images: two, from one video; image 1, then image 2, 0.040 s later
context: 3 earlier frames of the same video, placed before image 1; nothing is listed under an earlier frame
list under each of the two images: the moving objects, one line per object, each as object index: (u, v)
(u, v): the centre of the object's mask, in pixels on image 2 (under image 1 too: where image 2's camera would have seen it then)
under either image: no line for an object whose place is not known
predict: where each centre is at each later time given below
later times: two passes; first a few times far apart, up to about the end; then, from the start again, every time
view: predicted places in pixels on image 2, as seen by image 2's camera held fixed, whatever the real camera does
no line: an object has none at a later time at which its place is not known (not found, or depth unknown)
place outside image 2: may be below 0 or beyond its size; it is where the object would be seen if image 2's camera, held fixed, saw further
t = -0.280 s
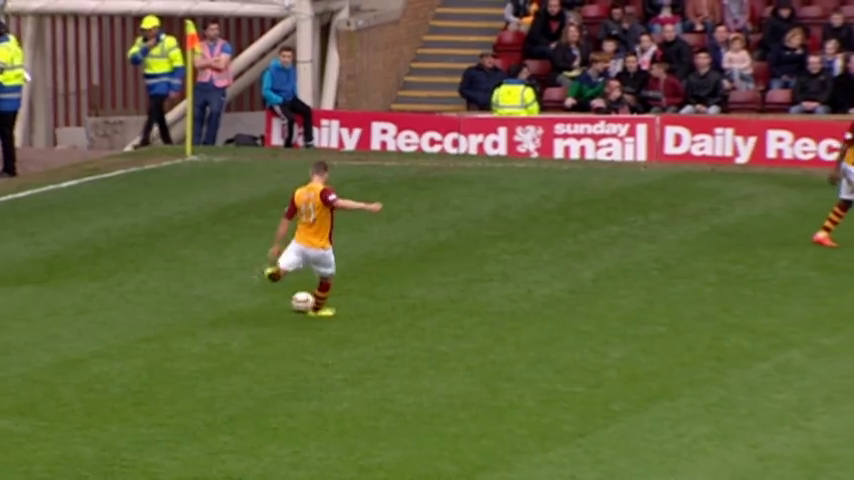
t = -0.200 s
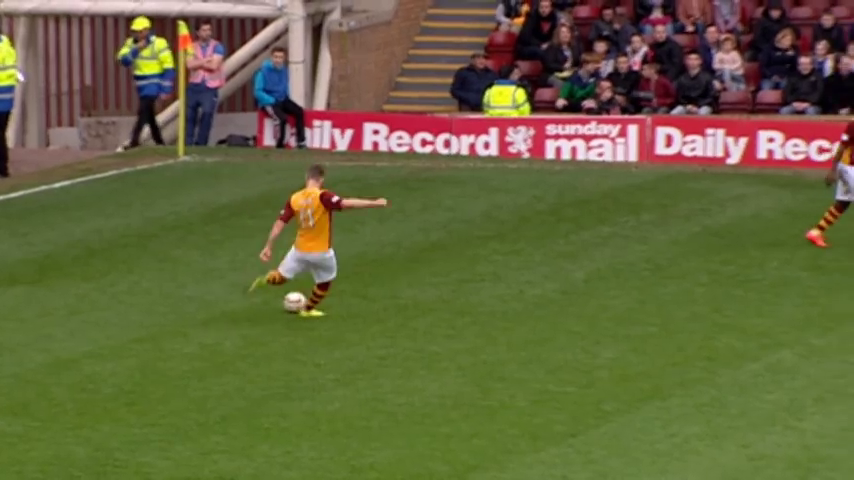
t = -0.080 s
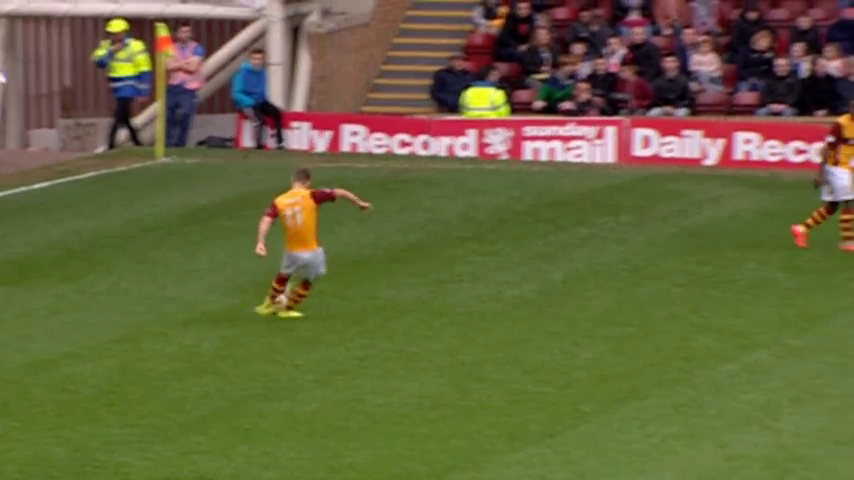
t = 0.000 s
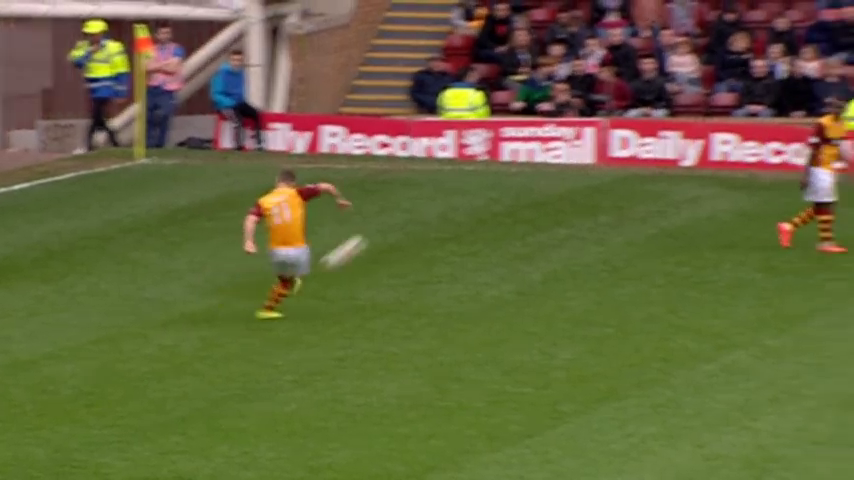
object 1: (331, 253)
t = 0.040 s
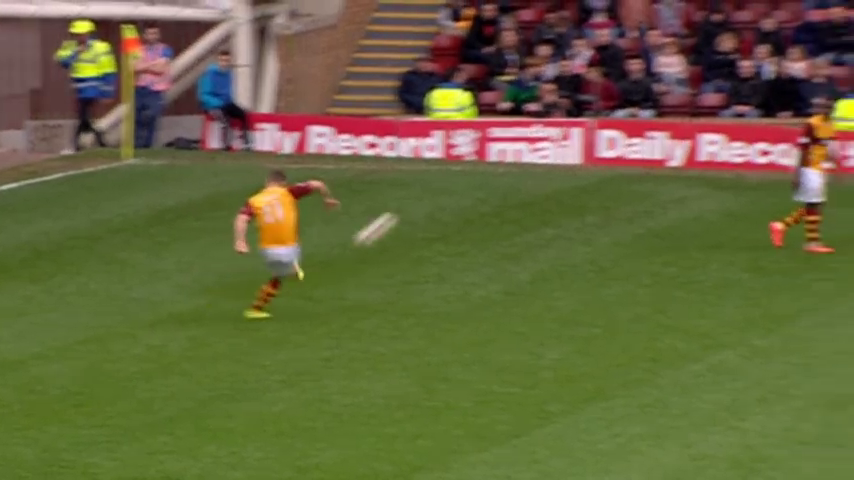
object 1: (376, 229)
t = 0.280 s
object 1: (637, 101)
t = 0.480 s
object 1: (849, 9)
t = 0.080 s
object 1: (419, 206)
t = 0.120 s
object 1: (462, 184)
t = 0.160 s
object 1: (502, 166)
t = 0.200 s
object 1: (551, 143)
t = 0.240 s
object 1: (595, 119)
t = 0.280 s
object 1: (637, 101)
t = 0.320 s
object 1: (678, 83)
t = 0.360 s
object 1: (721, 64)
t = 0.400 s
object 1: (764, 44)
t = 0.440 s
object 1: (806, 26)
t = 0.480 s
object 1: (849, 9)
